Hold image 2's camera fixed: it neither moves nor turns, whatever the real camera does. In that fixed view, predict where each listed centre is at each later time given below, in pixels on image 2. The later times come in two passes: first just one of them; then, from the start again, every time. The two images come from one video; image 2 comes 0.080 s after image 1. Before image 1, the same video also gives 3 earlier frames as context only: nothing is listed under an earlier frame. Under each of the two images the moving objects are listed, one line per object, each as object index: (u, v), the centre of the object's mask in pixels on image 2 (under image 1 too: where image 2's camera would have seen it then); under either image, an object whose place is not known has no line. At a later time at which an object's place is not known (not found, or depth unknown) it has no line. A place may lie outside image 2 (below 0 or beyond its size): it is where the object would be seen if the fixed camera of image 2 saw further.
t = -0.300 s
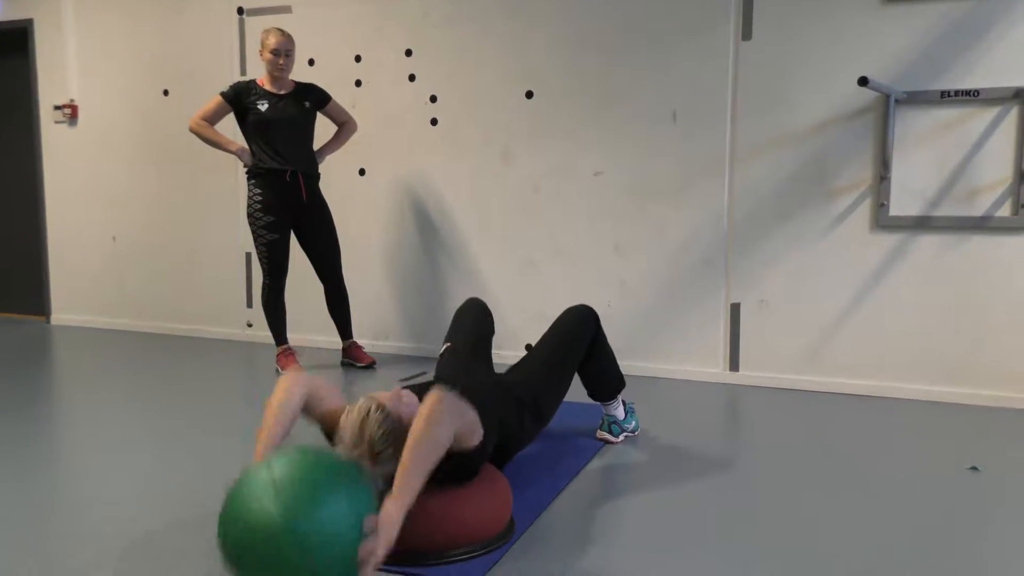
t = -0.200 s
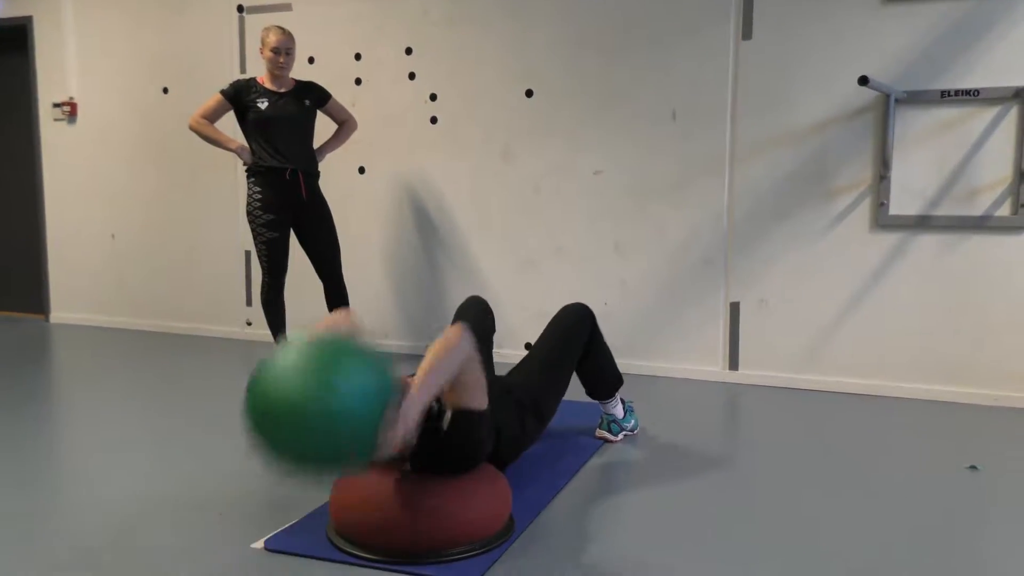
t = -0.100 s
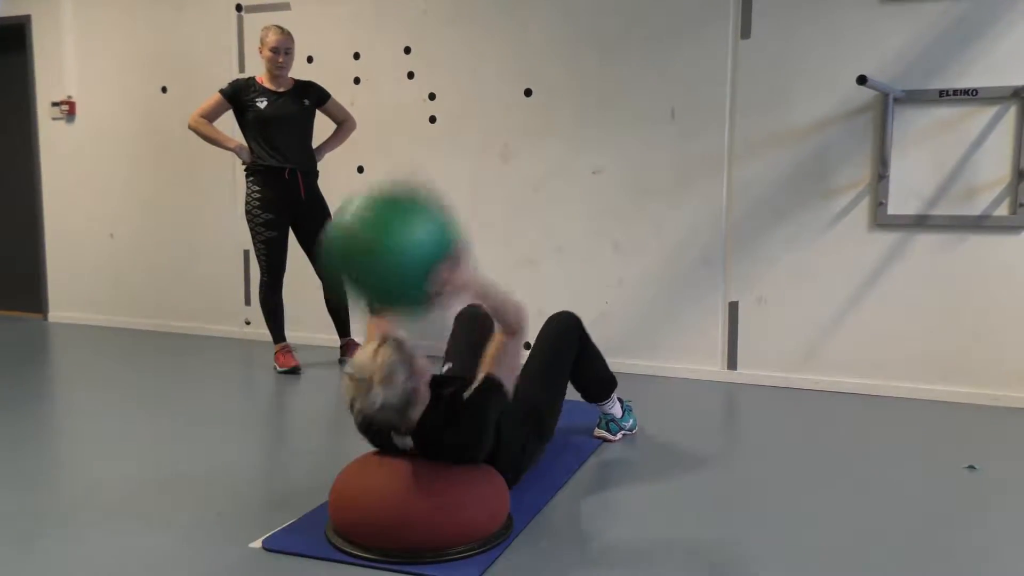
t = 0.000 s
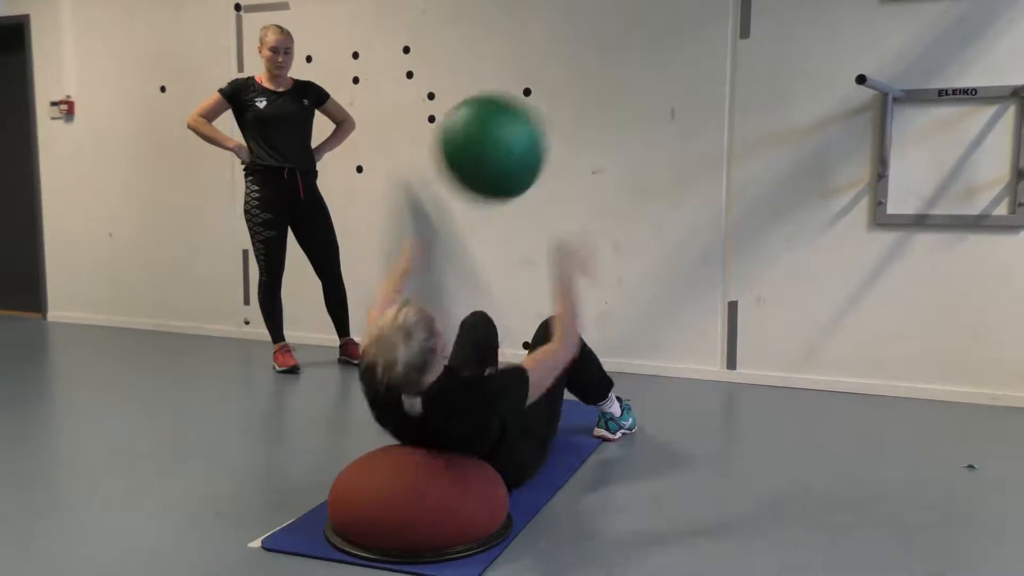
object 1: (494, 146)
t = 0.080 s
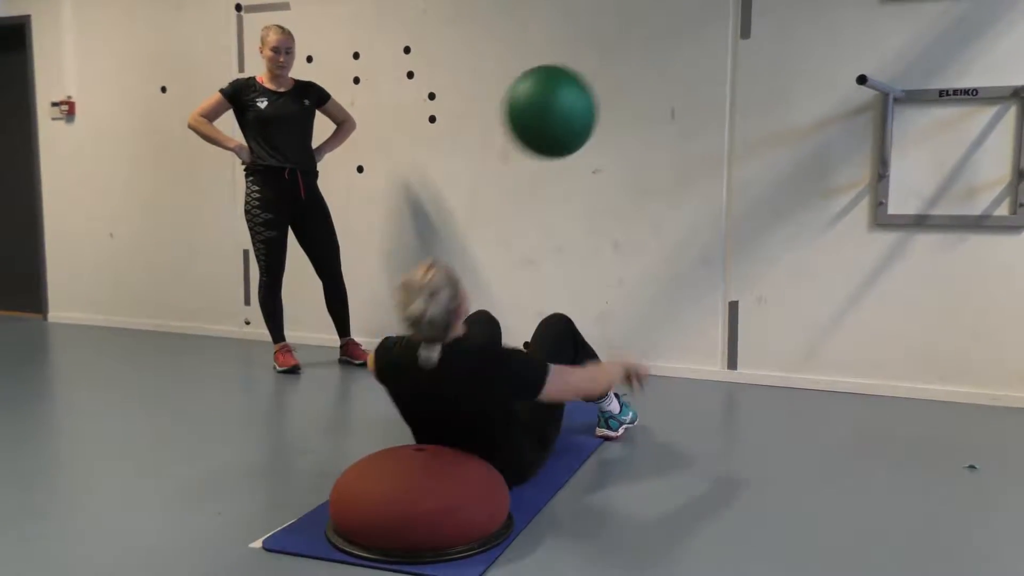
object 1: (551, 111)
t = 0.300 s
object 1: (631, 107)
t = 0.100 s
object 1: (563, 106)
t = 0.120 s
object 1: (574, 103)
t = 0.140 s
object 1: (584, 101)
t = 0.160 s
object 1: (594, 99)
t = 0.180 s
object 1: (603, 99)
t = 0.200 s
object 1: (611, 100)
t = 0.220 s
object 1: (619, 101)
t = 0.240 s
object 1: (626, 104)
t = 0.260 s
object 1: (633, 107)
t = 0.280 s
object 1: (636, 108)
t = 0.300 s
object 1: (631, 107)
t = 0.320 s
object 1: (625, 107)
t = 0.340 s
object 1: (620, 108)
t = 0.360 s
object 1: (614, 109)
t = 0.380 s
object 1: (608, 112)
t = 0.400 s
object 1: (601, 115)
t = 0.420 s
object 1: (595, 119)
